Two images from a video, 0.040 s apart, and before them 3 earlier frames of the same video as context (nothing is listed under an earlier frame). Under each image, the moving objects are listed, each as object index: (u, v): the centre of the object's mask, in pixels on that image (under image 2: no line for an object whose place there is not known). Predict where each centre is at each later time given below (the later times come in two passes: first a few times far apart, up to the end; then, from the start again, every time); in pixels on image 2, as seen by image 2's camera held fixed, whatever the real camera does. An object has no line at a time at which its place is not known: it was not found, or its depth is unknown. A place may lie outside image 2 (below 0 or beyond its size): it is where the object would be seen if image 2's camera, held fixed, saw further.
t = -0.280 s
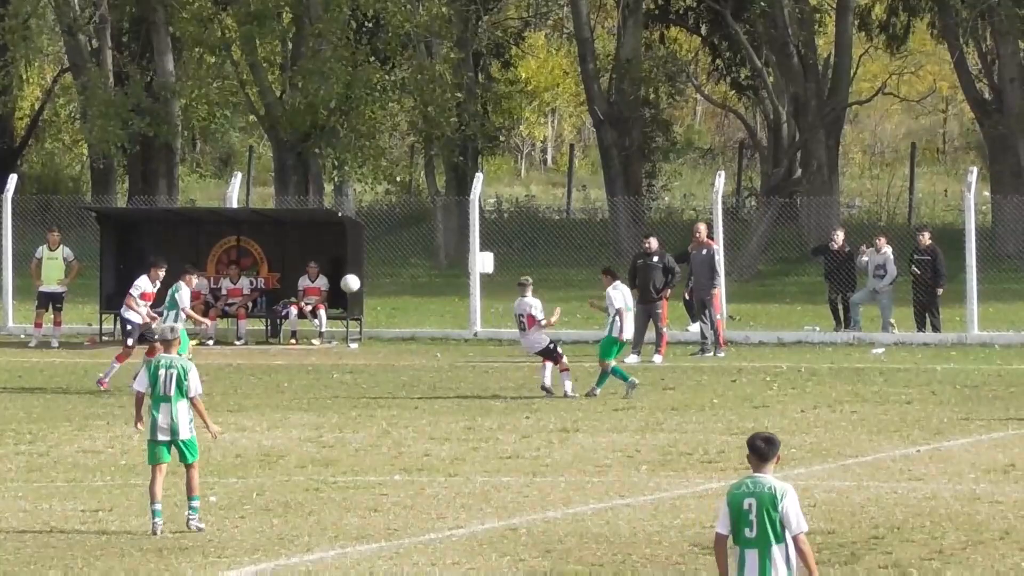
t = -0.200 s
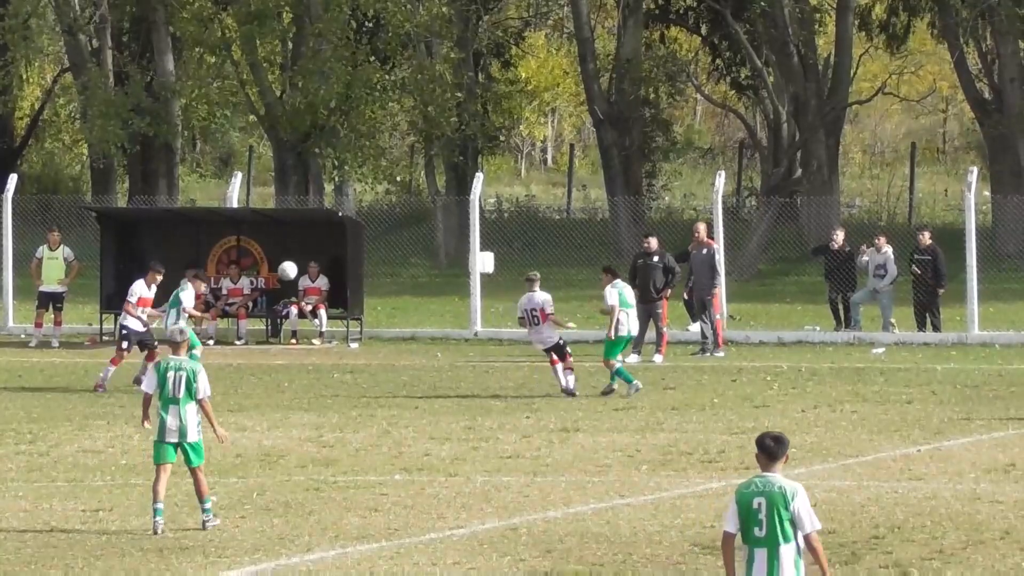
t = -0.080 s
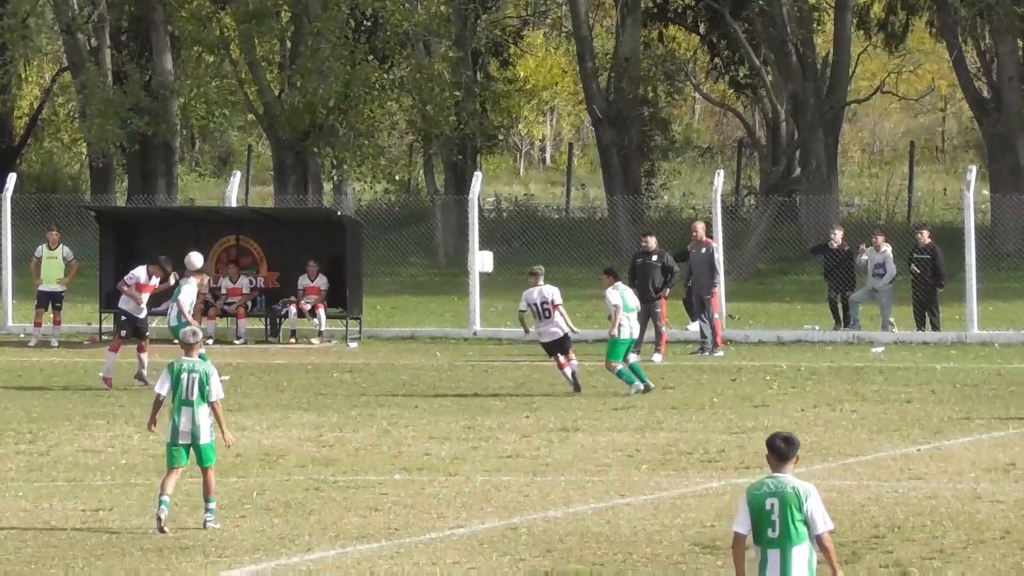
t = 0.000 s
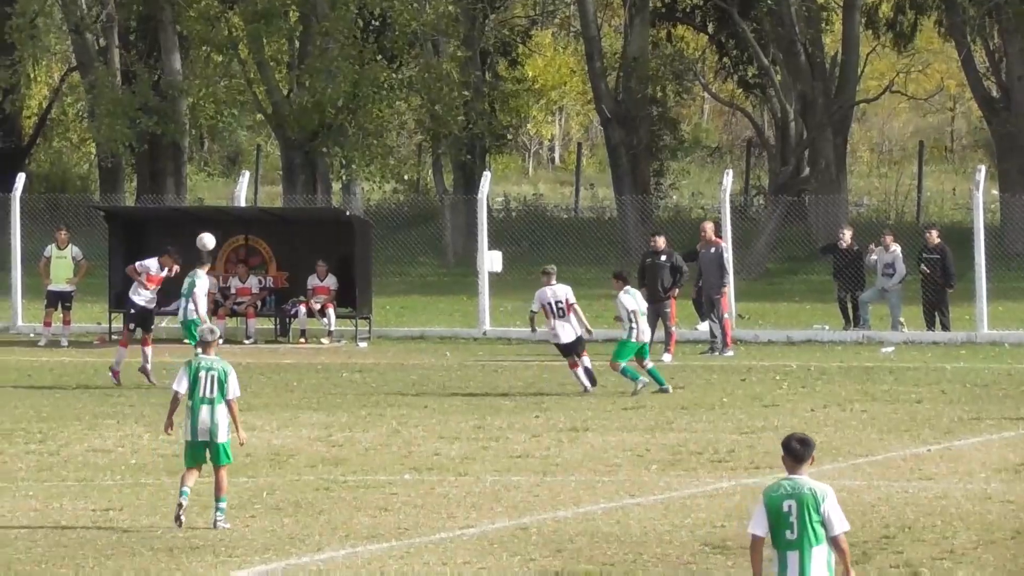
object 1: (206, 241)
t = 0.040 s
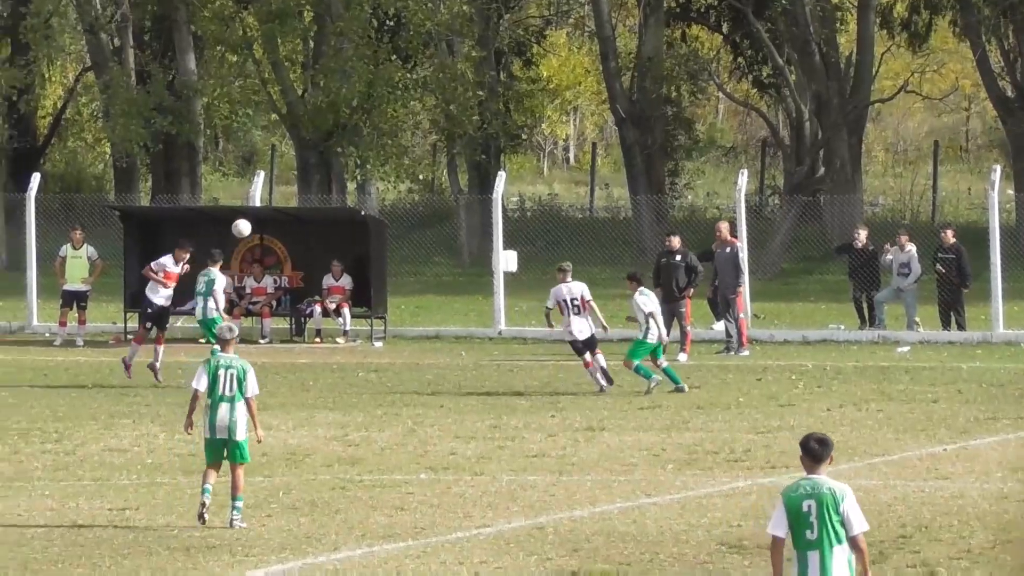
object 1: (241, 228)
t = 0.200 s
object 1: (323, 186)
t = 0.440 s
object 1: (458, 162)
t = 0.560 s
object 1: (524, 169)
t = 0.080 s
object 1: (262, 216)
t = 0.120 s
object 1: (282, 205)
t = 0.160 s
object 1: (303, 194)
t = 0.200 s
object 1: (323, 186)
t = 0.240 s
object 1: (344, 177)
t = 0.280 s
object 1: (365, 172)
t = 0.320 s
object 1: (388, 167)
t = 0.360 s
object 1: (412, 164)
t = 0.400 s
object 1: (436, 162)
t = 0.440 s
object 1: (458, 162)
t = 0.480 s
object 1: (480, 163)
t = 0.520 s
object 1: (503, 165)
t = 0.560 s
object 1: (524, 169)
